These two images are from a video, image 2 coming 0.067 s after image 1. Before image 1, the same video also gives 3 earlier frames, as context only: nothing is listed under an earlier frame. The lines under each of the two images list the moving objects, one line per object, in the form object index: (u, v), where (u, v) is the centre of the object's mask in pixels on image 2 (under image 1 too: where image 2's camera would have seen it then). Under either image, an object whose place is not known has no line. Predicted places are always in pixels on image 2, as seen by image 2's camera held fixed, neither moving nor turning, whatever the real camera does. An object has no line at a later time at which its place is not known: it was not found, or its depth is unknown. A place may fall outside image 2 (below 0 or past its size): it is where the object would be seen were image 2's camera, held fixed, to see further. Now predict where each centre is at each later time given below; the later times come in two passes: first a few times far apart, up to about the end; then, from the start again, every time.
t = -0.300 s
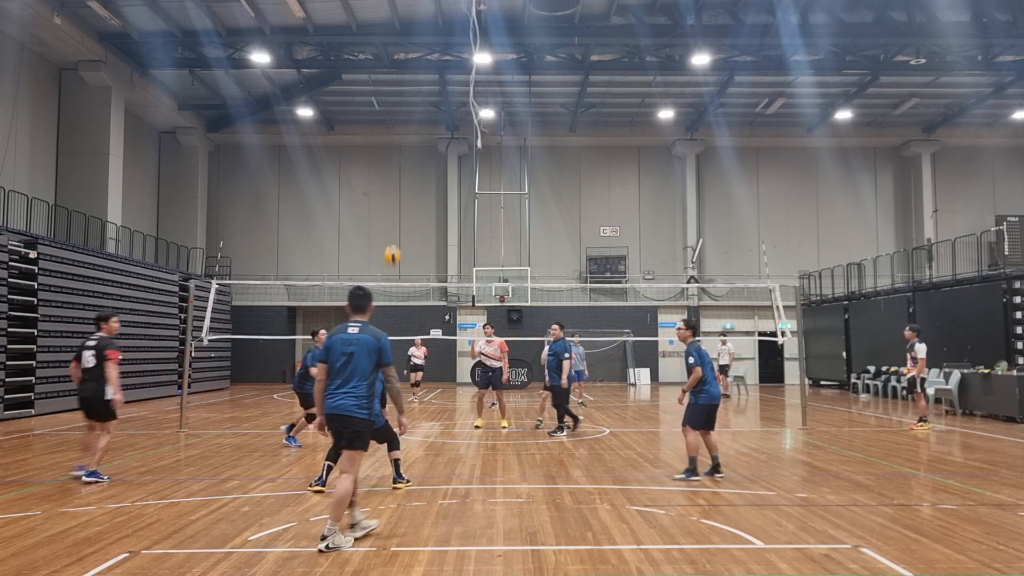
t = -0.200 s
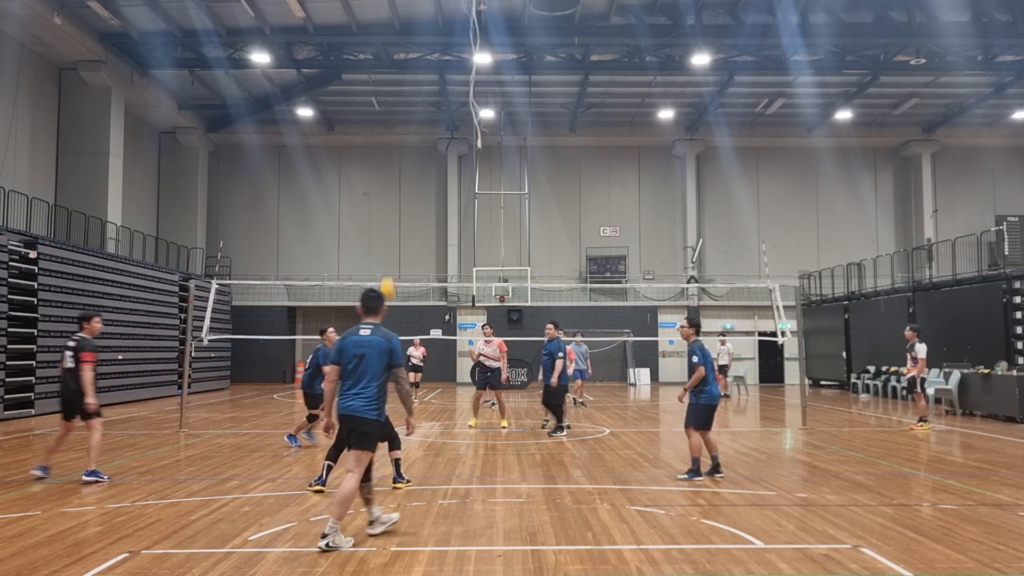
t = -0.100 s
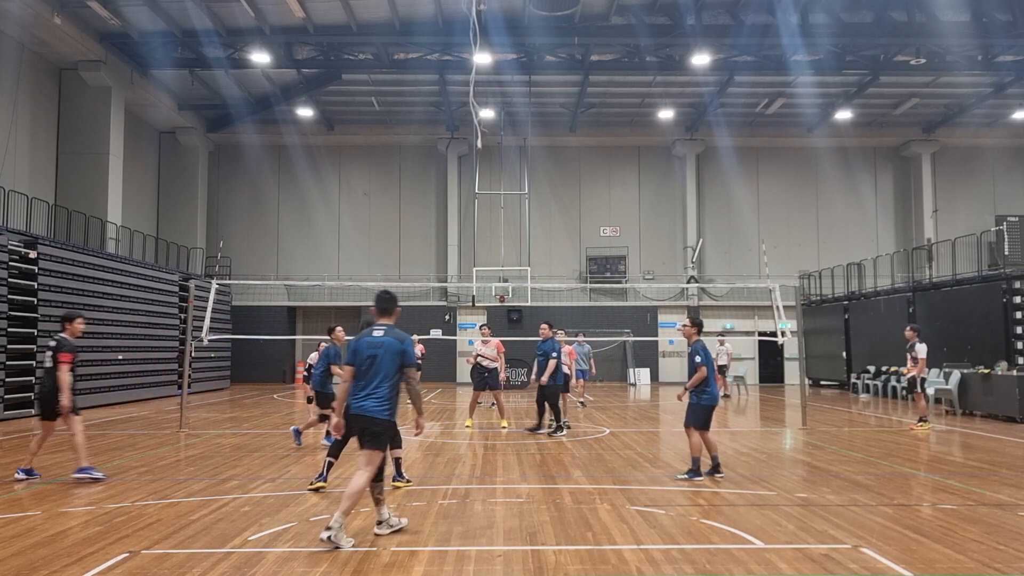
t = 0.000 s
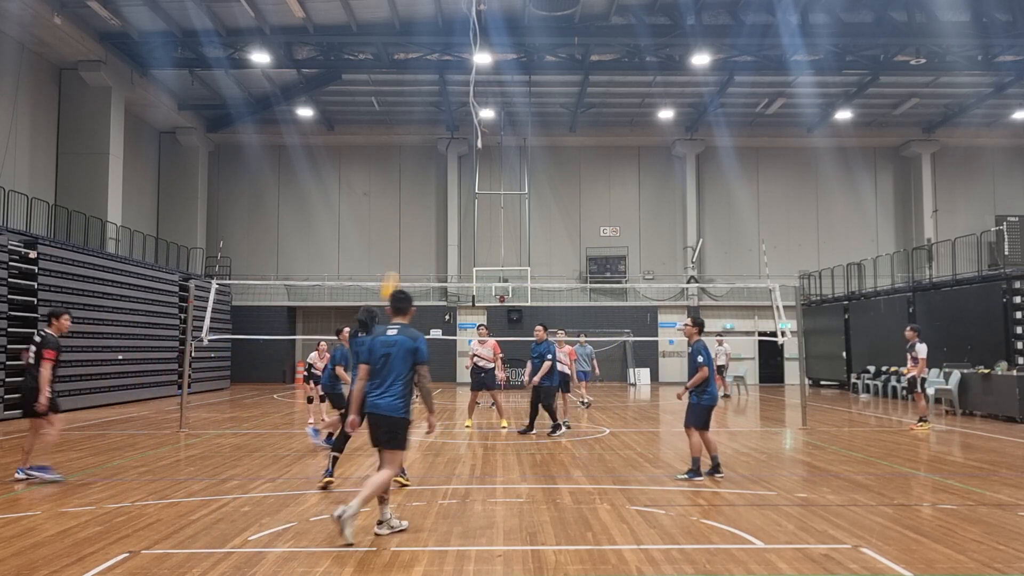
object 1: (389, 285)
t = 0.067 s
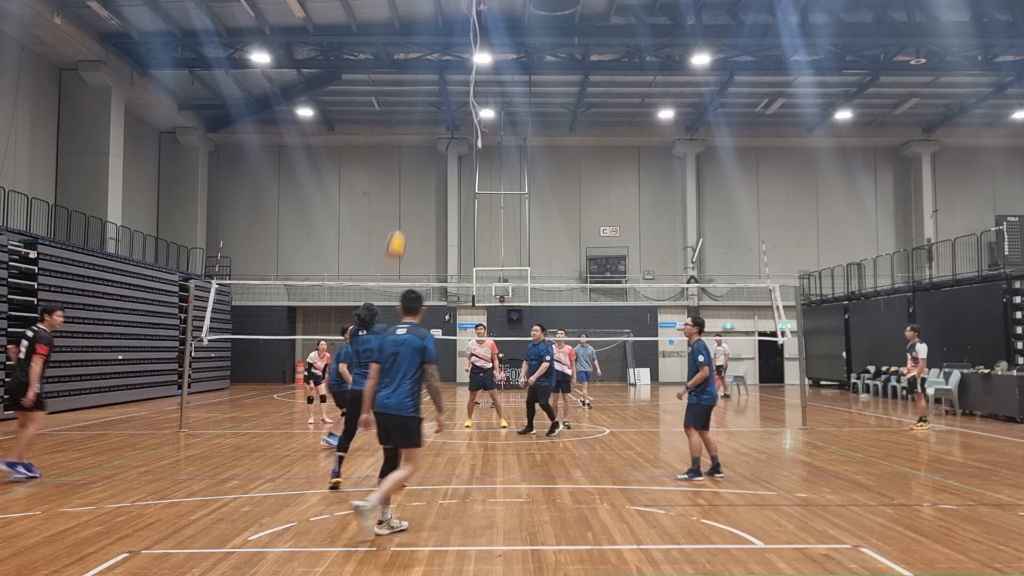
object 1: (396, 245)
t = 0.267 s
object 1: (410, 152)
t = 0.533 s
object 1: (427, 92)
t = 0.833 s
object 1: (441, 96)
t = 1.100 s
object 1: (453, 151)
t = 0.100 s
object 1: (398, 226)
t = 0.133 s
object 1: (400, 209)
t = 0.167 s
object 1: (403, 192)
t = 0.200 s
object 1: (405, 177)
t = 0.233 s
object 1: (408, 165)
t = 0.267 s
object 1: (410, 152)
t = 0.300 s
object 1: (413, 141)
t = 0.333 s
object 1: (415, 131)
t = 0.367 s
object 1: (417, 122)
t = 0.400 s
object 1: (419, 114)
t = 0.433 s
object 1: (421, 107)
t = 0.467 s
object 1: (423, 101)
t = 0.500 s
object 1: (425, 96)
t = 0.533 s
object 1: (427, 92)
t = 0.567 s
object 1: (428, 90)
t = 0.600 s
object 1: (430, 87)
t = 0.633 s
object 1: (432, 86)
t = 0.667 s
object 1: (434, 86)
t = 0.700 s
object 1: (435, 86)
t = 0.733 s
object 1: (437, 87)
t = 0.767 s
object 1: (438, 89)
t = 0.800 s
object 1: (440, 92)
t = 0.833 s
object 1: (441, 96)
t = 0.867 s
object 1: (443, 100)
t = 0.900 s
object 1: (444, 106)
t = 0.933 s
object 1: (446, 112)
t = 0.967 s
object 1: (447, 118)
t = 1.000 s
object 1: (449, 126)
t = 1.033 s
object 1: (450, 134)
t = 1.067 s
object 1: (452, 142)
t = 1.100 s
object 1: (453, 151)
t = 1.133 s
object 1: (454, 161)
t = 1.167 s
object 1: (456, 172)
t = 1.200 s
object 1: (457, 183)
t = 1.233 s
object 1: (458, 195)
